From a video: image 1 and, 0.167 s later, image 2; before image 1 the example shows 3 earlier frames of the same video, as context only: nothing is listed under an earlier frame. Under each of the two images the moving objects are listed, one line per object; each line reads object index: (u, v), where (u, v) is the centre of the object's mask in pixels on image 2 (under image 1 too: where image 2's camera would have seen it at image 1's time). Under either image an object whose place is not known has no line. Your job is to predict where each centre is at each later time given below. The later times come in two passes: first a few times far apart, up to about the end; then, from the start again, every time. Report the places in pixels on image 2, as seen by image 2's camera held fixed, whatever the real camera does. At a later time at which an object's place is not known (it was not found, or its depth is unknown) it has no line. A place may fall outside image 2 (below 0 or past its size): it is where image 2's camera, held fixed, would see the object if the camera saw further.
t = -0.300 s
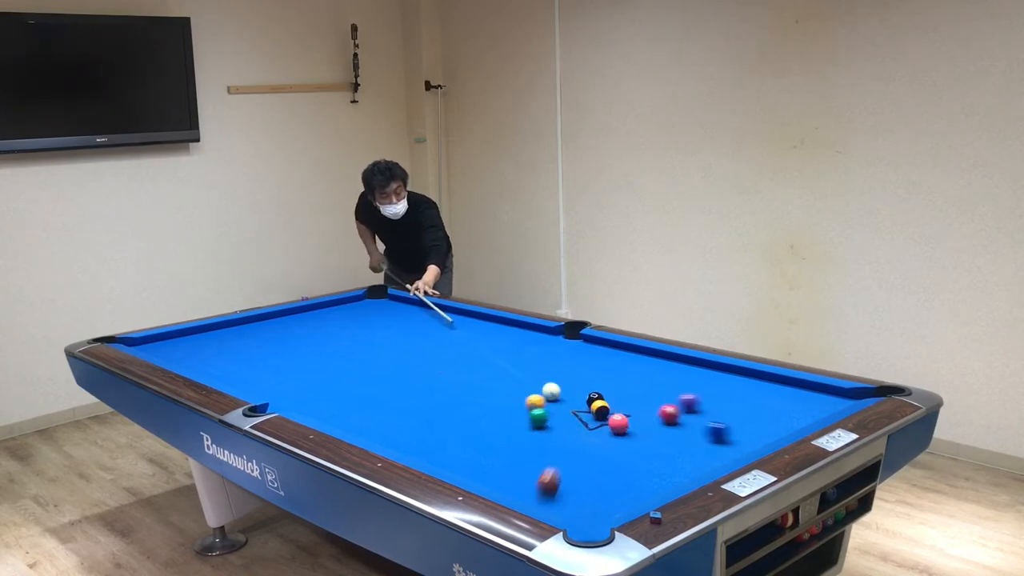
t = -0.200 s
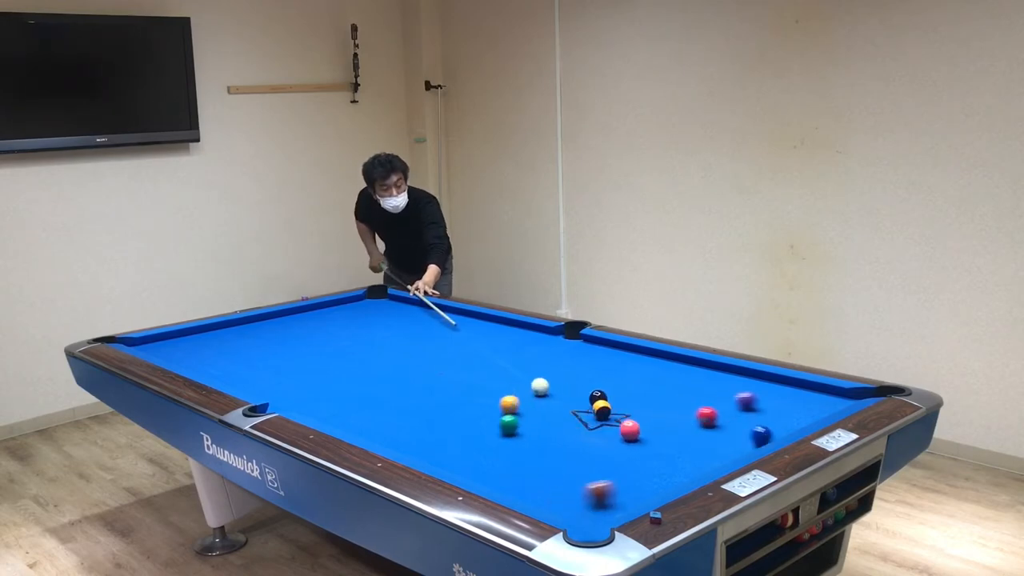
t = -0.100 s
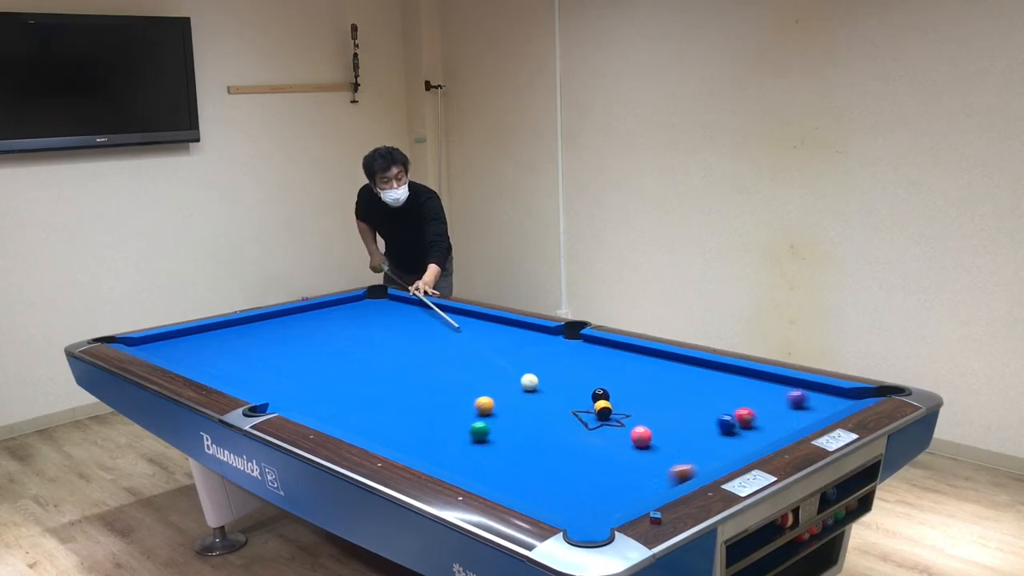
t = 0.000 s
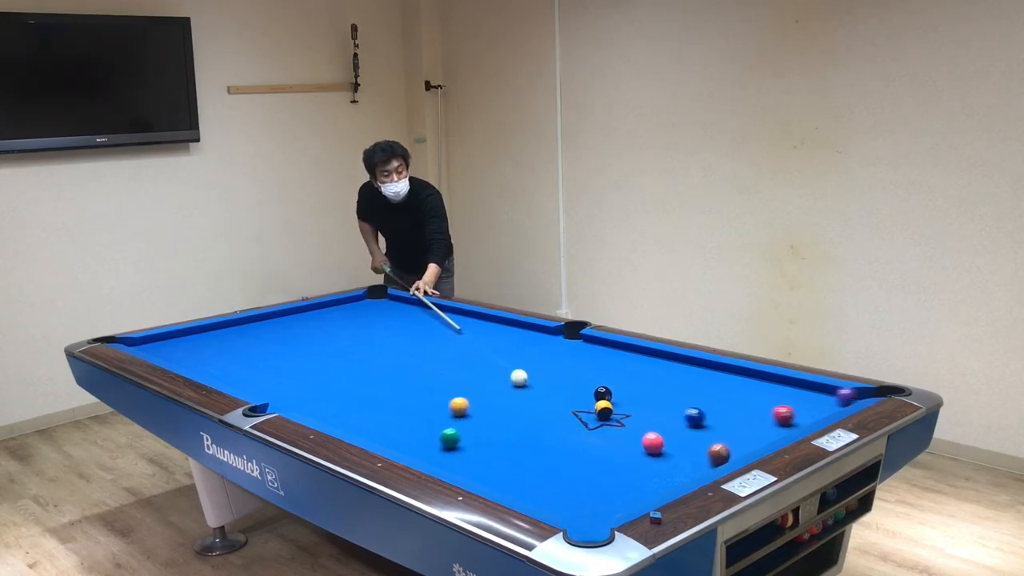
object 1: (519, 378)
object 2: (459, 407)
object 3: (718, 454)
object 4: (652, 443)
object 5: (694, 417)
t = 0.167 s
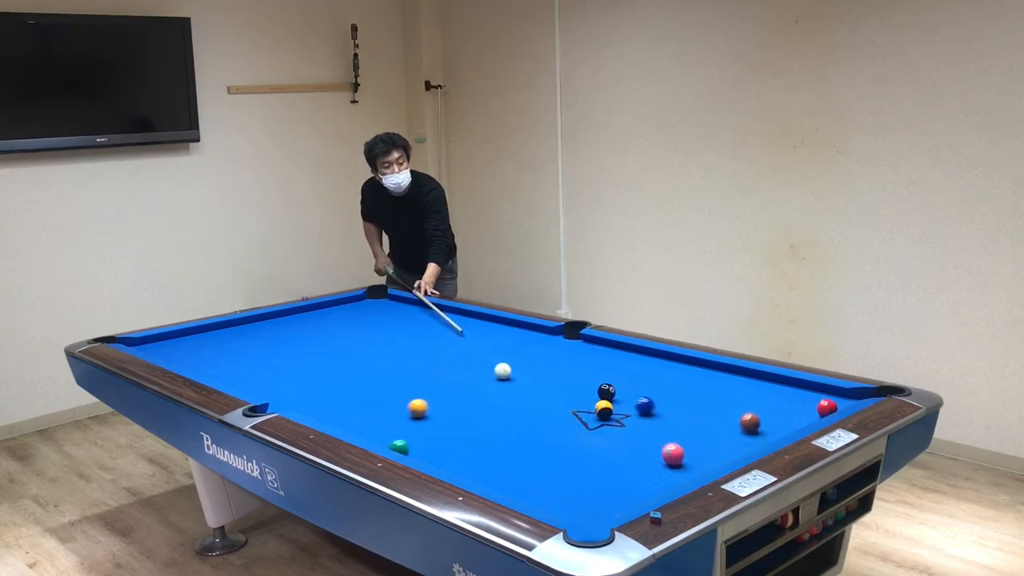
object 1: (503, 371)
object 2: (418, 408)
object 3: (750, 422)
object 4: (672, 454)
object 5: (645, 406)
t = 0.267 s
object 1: (493, 367)
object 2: (393, 409)
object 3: (766, 406)
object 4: (685, 461)
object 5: (617, 399)
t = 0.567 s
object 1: (468, 357)
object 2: (322, 412)
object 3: (738, 384)
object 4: (681, 468)
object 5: (542, 383)
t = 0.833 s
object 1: (448, 348)
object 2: (291, 405)
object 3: (641, 385)
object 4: (648, 464)
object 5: (485, 370)
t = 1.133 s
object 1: (429, 340)
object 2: (276, 397)
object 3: (570, 396)
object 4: (614, 460)
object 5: (428, 357)
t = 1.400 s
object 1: (412, 333)
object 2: (265, 389)
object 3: (506, 407)
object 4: (587, 456)
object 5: (383, 348)
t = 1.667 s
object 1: (398, 327)
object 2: (255, 382)
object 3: (441, 420)
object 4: (562, 452)
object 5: (342, 339)
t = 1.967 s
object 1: (383, 321)
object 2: (245, 375)
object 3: (365, 432)
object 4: (537, 449)
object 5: (302, 330)
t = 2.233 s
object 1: (372, 316)
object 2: (237, 370)
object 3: (383, 426)
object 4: (516, 446)
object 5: (269, 323)
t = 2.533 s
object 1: (360, 312)
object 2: (230, 364)
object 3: (409, 417)
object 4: (496, 444)
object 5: (255, 322)
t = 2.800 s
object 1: (350, 308)
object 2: (224, 360)
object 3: (430, 410)
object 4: (480, 442)
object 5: (264, 327)
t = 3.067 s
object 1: (341, 304)
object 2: (219, 357)
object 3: (447, 404)
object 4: (467, 440)
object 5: (275, 332)
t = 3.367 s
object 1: (336, 302)
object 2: (215, 353)
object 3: (465, 398)
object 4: (454, 438)
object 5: (286, 338)
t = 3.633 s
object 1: (344, 303)
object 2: (211, 350)
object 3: (479, 393)
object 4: (445, 436)
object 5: (297, 343)
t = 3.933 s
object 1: (352, 305)
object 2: (208, 347)
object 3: (493, 389)
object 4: (437, 435)
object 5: (309, 349)
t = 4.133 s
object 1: (357, 306)
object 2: (206, 346)
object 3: (502, 386)
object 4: (433, 434)
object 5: (316, 352)
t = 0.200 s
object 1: (499, 370)
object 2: (409, 408)
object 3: (755, 417)
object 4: (677, 456)
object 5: (635, 404)
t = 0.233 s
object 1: (496, 368)
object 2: (401, 409)
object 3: (761, 411)
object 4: (681, 459)
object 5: (626, 402)
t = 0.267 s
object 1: (493, 367)
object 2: (393, 409)
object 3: (766, 406)
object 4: (685, 461)
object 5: (617, 399)
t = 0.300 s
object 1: (490, 366)
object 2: (385, 410)
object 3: (771, 401)
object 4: (689, 464)
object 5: (609, 396)
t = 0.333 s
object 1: (487, 365)
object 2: (377, 410)
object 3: (775, 397)
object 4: (693, 465)
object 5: (599, 394)
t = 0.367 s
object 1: (485, 363)
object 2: (369, 410)
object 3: (780, 391)
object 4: (697, 466)
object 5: (590, 394)
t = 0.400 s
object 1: (482, 362)
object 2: (361, 411)
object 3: (784, 386)
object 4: (700, 467)
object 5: (582, 392)
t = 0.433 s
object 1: (479, 361)
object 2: (353, 411)
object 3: (788, 382)
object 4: (697, 468)
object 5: (574, 390)
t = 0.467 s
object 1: (476, 360)
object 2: (345, 411)
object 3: (779, 382)
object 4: (693, 468)
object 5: (566, 388)
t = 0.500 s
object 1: (473, 359)
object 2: (337, 411)
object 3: (765, 382)
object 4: (689, 468)
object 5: (558, 387)
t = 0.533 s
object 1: (471, 358)
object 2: (329, 412)
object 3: (751, 383)
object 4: (685, 469)
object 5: (550, 385)
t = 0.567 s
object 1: (468, 357)
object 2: (322, 412)
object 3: (738, 384)
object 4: (681, 468)
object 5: (542, 383)
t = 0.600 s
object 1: (466, 356)
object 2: (314, 411)
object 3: (725, 384)
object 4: (677, 468)
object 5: (534, 381)
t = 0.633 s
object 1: (463, 354)
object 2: (306, 410)
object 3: (713, 384)
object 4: (672, 467)
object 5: (527, 380)
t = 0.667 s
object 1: (460, 353)
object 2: (301, 409)
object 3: (701, 384)
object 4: (668, 467)
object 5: (520, 379)
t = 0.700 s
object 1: (458, 352)
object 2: (299, 408)
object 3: (689, 384)
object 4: (664, 466)
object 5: (512, 376)
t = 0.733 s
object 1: (455, 351)
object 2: (297, 407)
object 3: (677, 384)
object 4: (660, 466)
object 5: (506, 375)
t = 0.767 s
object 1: (453, 350)
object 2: (295, 406)
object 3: (665, 385)
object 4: (656, 465)
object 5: (498, 373)
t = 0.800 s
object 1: (451, 349)
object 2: (293, 405)
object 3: (653, 385)
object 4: (652, 464)
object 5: (492, 372)
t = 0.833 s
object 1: (448, 348)
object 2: (291, 405)
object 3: (641, 385)
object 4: (648, 464)
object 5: (485, 370)
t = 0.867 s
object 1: (446, 347)
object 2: (289, 404)
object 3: (630, 386)
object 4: (644, 464)
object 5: (478, 368)
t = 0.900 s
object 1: (444, 346)
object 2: (288, 403)
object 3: (623, 387)
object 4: (640, 463)
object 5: (472, 367)
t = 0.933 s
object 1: (442, 345)
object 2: (286, 402)
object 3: (616, 388)
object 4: (636, 462)
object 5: (465, 366)
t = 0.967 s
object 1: (439, 344)
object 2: (284, 401)
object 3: (609, 389)
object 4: (633, 462)
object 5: (459, 364)
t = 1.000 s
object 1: (437, 343)
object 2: (283, 401)
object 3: (601, 390)
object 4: (629, 461)
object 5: (453, 363)
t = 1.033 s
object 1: (435, 342)
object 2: (281, 400)
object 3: (593, 392)
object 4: (625, 461)
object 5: (446, 362)
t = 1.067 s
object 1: (433, 341)
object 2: (279, 399)
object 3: (585, 394)
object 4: (621, 460)
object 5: (440, 360)
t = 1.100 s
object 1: (430, 341)
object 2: (278, 398)
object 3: (578, 395)
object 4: (618, 460)
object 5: (434, 359)
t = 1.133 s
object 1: (429, 340)
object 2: (276, 397)
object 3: (570, 396)
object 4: (614, 460)
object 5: (428, 357)
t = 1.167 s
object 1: (426, 339)
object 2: (275, 396)
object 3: (562, 398)
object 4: (611, 459)
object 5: (422, 356)
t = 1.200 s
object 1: (424, 338)
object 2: (273, 394)
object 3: (554, 399)
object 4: (607, 459)
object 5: (416, 355)
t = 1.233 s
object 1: (422, 337)
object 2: (272, 394)
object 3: (546, 401)
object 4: (604, 458)
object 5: (410, 354)
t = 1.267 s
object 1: (420, 336)
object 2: (271, 392)
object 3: (538, 402)
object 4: (600, 458)
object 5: (405, 353)
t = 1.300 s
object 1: (418, 336)
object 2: (269, 392)
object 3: (530, 403)
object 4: (597, 457)
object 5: (399, 351)
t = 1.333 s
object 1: (416, 335)
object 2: (268, 391)
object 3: (522, 405)
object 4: (594, 457)
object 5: (394, 350)
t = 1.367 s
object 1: (414, 334)
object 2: (266, 390)
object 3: (515, 406)
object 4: (590, 456)
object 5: (388, 349)
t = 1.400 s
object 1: (412, 333)
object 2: (265, 389)
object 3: (506, 407)
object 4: (587, 456)
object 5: (383, 348)
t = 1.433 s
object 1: (410, 332)
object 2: (264, 388)
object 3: (498, 409)
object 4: (584, 455)
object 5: (378, 347)
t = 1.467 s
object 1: (409, 332)
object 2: (262, 387)
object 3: (490, 411)
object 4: (581, 455)
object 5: (372, 346)
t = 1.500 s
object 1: (407, 331)
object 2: (261, 386)
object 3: (482, 412)
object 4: (578, 454)
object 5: (367, 344)
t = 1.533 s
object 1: (405, 330)
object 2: (260, 386)
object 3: (474, 414)
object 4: (574, 454)
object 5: (362, 344)
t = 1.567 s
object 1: (403, 329)
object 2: (258, 385)
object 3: (466, 415)
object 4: (571, 453)
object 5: (357, 342)
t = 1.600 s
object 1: (402, 329)
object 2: (257, 384)
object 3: (457, 417)
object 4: (568, 453)
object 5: (352, 341)
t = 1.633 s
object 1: (400, 328)
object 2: (256, 383)
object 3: (449, 419)
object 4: (565, 453)
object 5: (347, 340)
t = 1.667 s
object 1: (398, 327)
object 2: (255, 382)
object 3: (441, 420)
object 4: (562, 452)
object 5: (342, 339)
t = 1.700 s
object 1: (396, 326)
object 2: (254, 381)
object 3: (433, 421)
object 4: (559, 452)
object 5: (337, 338)
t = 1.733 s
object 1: (395, 326)
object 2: (252, 380)
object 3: (424, 423)
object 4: (556, 452)
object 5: (333, 337)
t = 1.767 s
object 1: (393, 325)
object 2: (251, 380)
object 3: (416, 424)
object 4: (553, 451)
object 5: (329, 336)
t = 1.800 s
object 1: (391, 324)
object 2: (250, 379)
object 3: (407, 426)
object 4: (550, 451)
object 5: (324, 335)
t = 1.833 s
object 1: (390, 324)
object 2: (249, 378)
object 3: (399, 427)
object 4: (548, 451)
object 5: (319, 334)
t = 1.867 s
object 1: (388, 323)
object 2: (248, 378)
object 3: (390, 429)
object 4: (545, 450)
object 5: (315, 333)
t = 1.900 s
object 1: (386, 322)
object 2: (247, 377)
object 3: (382, 430)
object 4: (542, 450)
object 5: (310, 332)
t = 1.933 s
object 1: (385, 322)
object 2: (246, 376)
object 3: (373, 432)
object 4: (539, 449)
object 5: (306, 331)
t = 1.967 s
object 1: (383, 321)
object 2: (245, 375)
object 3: (365, 432)
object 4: (537, 449)
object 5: (302, 330)
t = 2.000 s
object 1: (382, 320)
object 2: (244, 375)
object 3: (361, 432)
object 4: (534, 449)
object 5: (297, 330)
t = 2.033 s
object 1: (380, 320)
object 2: (243, 374)
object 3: (364, 431)
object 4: (531, 448)
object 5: (293, 329)
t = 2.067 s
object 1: (379, 319)
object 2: (242, 373)
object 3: (368, 431)
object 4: (529, 448)
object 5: (289, 328)
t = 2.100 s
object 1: (377, 319)
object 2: (241, 373)
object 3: (371, 431)
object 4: (526, 448)
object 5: (285, 327)
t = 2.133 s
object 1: (376, 318)
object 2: (240, 372)
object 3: (374, 430)
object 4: (524, 447)
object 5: (281, 327)
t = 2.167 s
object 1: (374, 317)
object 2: (239, 371)
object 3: (377, 429)
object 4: (521, 447)
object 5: (277, 325)
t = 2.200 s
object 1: (373, 317)
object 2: (238, 371)
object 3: (380, 427)
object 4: (519, 447)
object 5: (273, 325)
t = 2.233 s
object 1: (372, 316)
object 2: (237, 370)
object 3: (383, 426)
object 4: (516, 446)
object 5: (269, 323)
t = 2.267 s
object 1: (370, 316)
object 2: (236, 369)
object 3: (387, 425)
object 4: (514, 446)
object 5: (265, 323)
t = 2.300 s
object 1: (369, 315)
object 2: (235, 369)
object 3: (389, 424)
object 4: (512, 446)
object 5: (261, 322)
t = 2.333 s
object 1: (368, 314)
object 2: (235, 368)
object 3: (392, 423)
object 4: (509, 445)
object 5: (258, 322)
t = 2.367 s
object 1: (366, 314)
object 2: (234, 368)
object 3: (395, 422)
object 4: (507, 445)
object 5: (255, 321)
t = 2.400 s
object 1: (365, 313)
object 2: (233, 367)
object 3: (398, 422)
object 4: (505, 445)
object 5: (250, 320)
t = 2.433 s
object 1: (364, 313)
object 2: (232, 366)
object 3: (401, 421)
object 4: (502, 445)
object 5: (250, 320)
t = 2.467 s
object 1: (362, 313)
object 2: (231, 366)
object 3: (404, 419)
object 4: (500, 444)
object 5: (251, 321)
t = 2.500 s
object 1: (361, 312)
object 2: (231, 365)
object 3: (407, 419)
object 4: (498, 444)
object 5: (253, 321)
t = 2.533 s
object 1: (360, 312)
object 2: (230, 364)
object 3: (409, 417)
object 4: (496, 444)
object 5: (255, 322)
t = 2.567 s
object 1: (359, 311)
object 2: (229, 364)
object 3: (412, 417)
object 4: (494, 443)
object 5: (255, 322)
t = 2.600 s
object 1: (357, 310)
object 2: (228, 363)
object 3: (415, 416)
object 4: (492, 443)
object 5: (257, 322)
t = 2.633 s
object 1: (356, 310)
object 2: (228, 363)
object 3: (417, 415)
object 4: (490, 443)
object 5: (258, 323)
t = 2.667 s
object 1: (355, 309)
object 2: (227, 362)
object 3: (420, 414)
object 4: (488, 443)
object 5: (259, 324)
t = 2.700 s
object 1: (354, 309)
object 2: (226, 362)
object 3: (422, 413)
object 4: (486, 442)
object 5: (261, 325)
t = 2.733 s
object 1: (352, 309)
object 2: (226, 361)
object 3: (425, 412)
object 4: (484, 442)
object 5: (262, 326)
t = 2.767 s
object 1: (351, 308)
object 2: (225, 361)
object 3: (427, 412)
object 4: (482, 442)
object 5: (262, 326)
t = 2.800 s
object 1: (350, 308)
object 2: (224, 360)
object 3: (430, 410)
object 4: (480, 442)
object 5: (264, 327)
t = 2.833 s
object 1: (349, 307)
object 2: (223, 360)
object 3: (432, 410)
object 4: (479, 441)
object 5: (265, 327)
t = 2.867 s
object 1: (348, 307)
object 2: (223, 359)
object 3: (434, 409)
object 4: (477, 441)
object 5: (267, 328)
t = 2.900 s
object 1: (347, 306)
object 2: (222, 359)
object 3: (436, 408)
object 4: (475, 441)
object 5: (268, 329)
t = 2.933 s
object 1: (345, 306)
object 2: (222, 358)
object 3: (438, 408)
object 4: (473, 441)
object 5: (269, 330)
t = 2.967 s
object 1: (344, 305)
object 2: (221, 358)
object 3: (441, 407)
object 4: (472, 440)
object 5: (271, 331)
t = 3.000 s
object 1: (343, 305)
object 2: (221, 357)
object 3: (443, 406)
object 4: (470, 440)
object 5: (272, 331)
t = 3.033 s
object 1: (342, 305)
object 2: (220, 357)
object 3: (445, 405)
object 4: (468, 440)
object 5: (273, 331)
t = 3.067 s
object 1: (341, 304)
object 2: (219, 357)
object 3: (447, 404)
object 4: (467, 440)
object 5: (275, 332)
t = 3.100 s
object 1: (340, 304)
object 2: (219, 356)
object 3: (450, 404)
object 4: (465, 440)
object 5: (276, 333)
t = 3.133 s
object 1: (339, 303)
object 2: (218, 356)
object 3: (452, 403)
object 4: (464, 439)
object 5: (277, 334)
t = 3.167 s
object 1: (338, 303)
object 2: (218, 355)
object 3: (454, 402)
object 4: (462, 439)
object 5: (279, 334)
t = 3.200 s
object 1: (337, 303)
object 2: (217, 355)
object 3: (456, 402)
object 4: (461, 439)
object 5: (280, 335)
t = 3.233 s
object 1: (336, 302)
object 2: (217, 354)
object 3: (458, 401)
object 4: (459, 439)
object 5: (281, 335)
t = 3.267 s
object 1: (335, 302)
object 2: (216, 354)
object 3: (459, 400)
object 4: (458, 438)
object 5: (282, 336)
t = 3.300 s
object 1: (334, 302)
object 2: (216, 354)
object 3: (461, 400)
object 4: (457, 438)
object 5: (284, 337)
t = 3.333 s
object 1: (335, 302)
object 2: (215, 353)
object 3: (464, 399)
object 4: (455, 438)
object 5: (285, 337)
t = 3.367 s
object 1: (336, 302)
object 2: (215, 353)
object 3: (465, 398)
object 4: (454, 438)
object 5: (286, 338)
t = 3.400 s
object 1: (337, 302)
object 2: (214, 352)
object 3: (467, 398)
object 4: (453, 438)
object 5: (288, 339)
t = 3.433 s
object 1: (338, 302)
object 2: (214, 352)
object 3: (469, 397)
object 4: (452, 437)
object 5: (289, 339)
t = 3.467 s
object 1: (339, 303)
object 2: (214, 352)
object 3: (470, 397)
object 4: (450, 437)
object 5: (290, 340)
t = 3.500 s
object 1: (340, 303)
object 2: (213, 351)
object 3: (472, 396)
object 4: (449, 437)
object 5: (292, 340)
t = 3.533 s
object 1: (341, 303)
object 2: (213, 351)
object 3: (474, 395)
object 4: (448, 437)
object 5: (293, 341)
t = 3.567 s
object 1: (342, 303)
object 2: (212, 350)
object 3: (476, 395)
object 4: (447, 437)
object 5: (294, 342)
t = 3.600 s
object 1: (343, 303)
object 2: (212, 350)
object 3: (478, 394)
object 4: (446, 436)
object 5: (296, 342)
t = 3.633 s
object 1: (344, 303)
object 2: (211, 350)
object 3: (479, 393)
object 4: (445, 436)
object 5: (297, 343)
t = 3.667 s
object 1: (345, 303)
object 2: (211, 350)
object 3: (481, 393)
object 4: (444, 436)
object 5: (298, 344)
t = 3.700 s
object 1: (346, 304)
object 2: (211, 349)
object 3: (483, 392)
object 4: (443, 436)
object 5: (299, 344)
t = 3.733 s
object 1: (347, 304)
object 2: (210, 349)
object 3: (484, 392)
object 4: (442, 436)
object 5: (301, 345)
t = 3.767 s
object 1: (348, 304)
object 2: (210, 349)
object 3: (486, 392)
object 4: (441, 436)
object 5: (302, 346)
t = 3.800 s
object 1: (349, 304)
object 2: (209, 348)
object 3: (487, 391)
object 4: (440, 436)
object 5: (303, 346)
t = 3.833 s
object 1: (350, 304)
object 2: (209, 348)
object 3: (489, 391)
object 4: (439, 435)
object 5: (304, 347)
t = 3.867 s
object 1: (350, 304)
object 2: (209, 348)
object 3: (490, 390)
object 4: (438, 435)
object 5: (306, 348)
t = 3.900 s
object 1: (351, 305)
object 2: (208, 347)
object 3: (492, 390)
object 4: (438, 435)
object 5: (307, 348)
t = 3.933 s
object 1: (352, 305)
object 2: (208, 347)
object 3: (493, 389)
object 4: (437, 435)
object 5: (309, 349)
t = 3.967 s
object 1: (353, 305)
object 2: (208, 347)
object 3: (495, 389)
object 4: (436, 435)
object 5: (310, 349)
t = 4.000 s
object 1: (354, 305)
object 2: (207, 346)
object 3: (496, 388)
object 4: (435, 435)
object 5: (311, 350)
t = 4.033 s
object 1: (355, 305)
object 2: (207, 346)
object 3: (498, 388)
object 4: (434, 435)
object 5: (312, 351)
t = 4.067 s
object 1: (355, 305)
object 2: (207, 346)
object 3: (499, 387)
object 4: (434, 435)
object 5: (313, 351)
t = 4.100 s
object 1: (356, 305)
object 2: (206, 346)
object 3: (500, 387)
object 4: (433, 434)
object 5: (315, 352)
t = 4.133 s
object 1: (357, 306)
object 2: (206, 346)
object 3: (502, 386)
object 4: (433, 434)
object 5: (316, 352)
